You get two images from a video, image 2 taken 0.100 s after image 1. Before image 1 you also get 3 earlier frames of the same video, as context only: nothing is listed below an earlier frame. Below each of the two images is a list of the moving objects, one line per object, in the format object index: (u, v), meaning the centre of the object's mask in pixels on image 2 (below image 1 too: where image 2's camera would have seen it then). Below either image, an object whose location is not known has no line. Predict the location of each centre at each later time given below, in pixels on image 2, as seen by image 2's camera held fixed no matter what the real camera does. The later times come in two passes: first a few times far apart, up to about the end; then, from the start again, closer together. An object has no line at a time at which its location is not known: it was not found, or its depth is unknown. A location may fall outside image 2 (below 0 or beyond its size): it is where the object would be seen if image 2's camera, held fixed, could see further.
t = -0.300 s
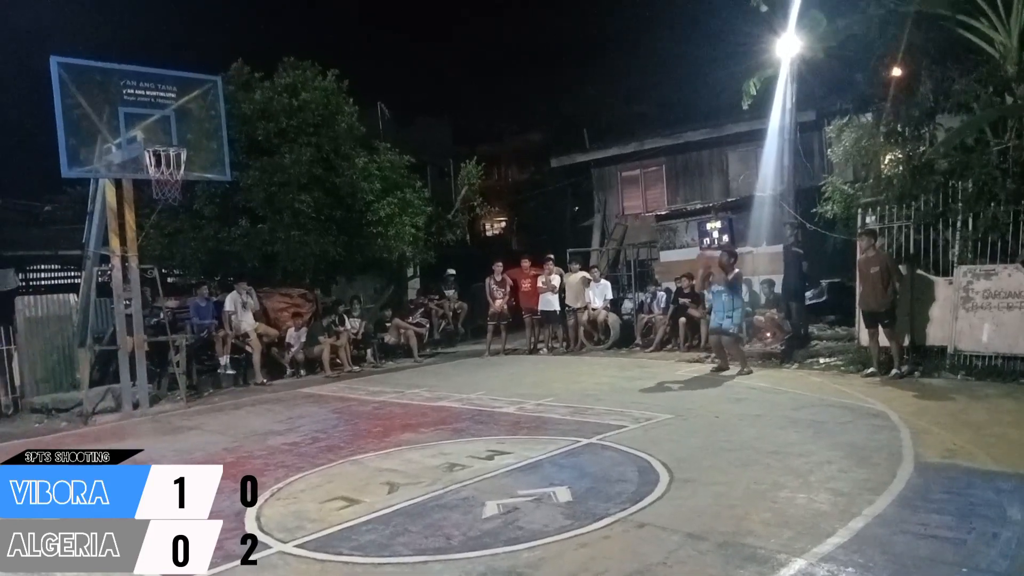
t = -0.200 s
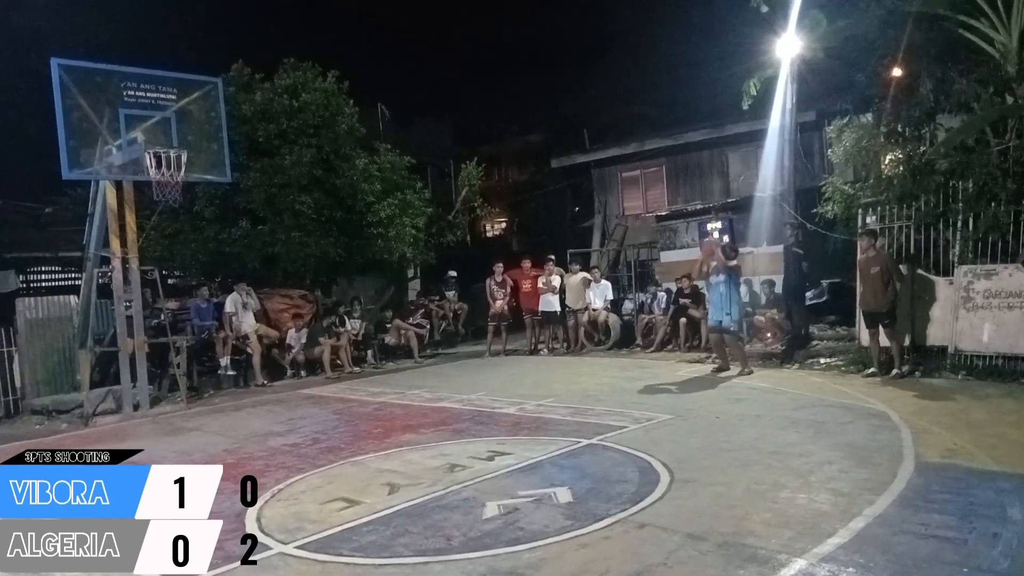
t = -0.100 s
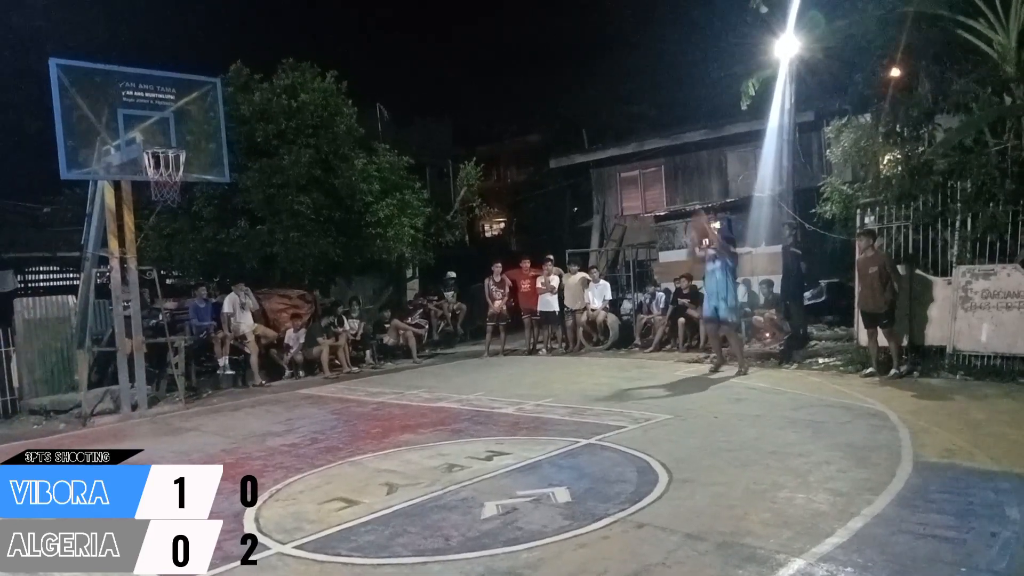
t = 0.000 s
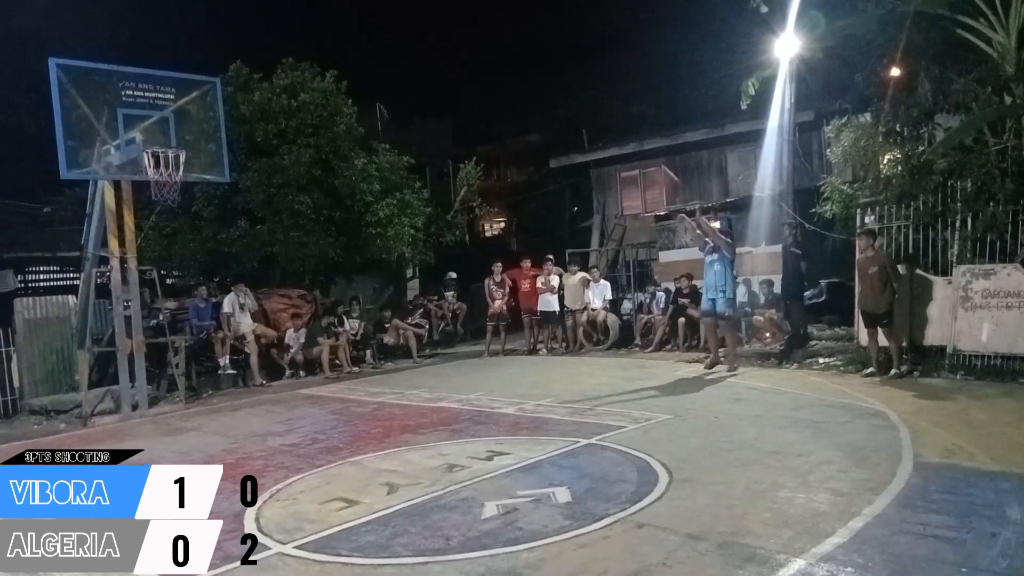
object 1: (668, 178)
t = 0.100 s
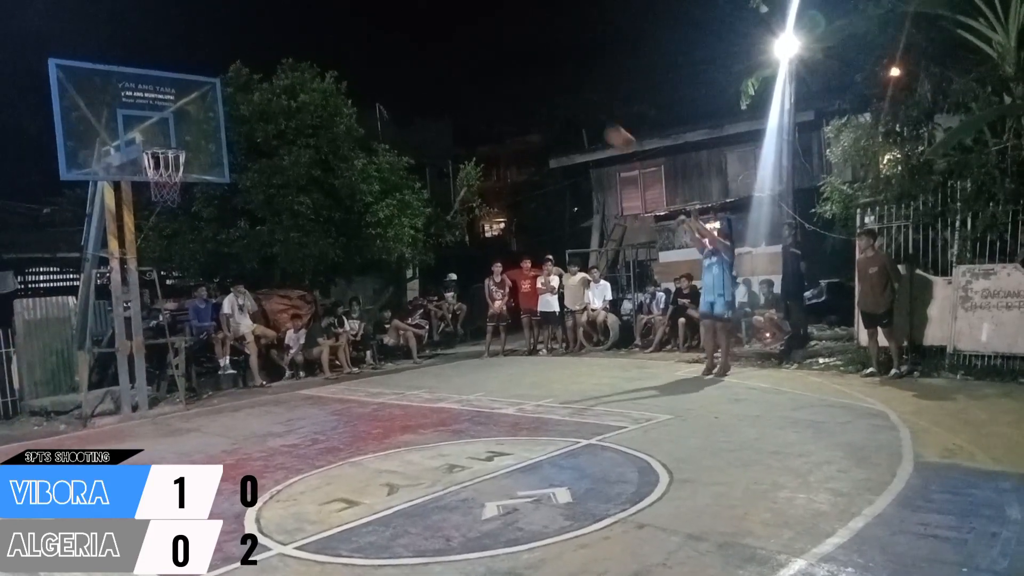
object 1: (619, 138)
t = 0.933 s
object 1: (233, 101)
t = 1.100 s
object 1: (168, 125)
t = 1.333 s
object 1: (141, 81)
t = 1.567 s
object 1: (133, 79)
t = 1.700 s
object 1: (131, 99)
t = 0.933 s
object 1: (233, 101)
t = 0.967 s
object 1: (216, 112)
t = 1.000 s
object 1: (200, 124)
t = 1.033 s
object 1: (185, 137)
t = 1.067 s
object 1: (176, 136)
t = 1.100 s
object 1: (168, 125)
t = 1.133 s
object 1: (159, 117)
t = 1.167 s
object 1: (151, 109)
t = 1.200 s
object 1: (148, 104)
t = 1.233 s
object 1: (144, 95)
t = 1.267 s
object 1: (143, 89)
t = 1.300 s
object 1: (142, 85)
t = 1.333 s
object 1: (141, 81)
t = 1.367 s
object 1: (138, 78)
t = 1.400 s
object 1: (137, 76)
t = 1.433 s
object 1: (136, 76)
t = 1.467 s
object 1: (135, 76)
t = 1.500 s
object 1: (134, 77)
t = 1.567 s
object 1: (133, 79)
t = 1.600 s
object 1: (132, 82)
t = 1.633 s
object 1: (132, 88)
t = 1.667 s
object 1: (131, 92)
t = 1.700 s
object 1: (131, 99)
